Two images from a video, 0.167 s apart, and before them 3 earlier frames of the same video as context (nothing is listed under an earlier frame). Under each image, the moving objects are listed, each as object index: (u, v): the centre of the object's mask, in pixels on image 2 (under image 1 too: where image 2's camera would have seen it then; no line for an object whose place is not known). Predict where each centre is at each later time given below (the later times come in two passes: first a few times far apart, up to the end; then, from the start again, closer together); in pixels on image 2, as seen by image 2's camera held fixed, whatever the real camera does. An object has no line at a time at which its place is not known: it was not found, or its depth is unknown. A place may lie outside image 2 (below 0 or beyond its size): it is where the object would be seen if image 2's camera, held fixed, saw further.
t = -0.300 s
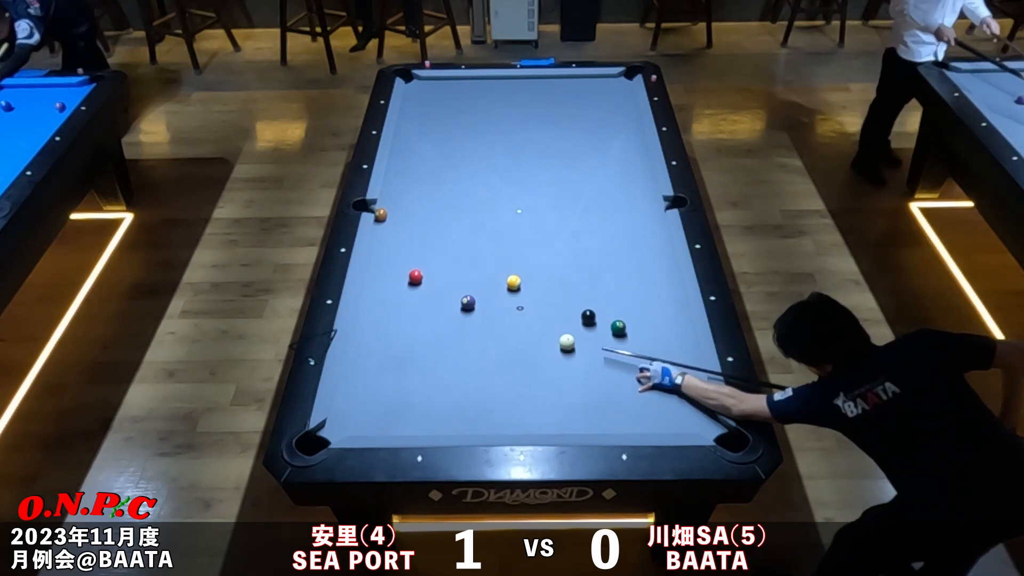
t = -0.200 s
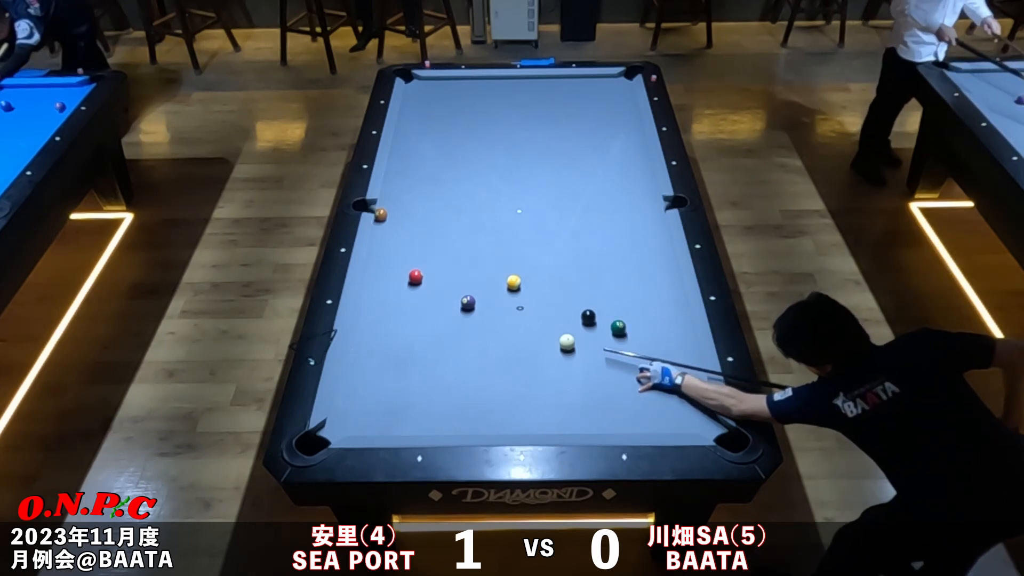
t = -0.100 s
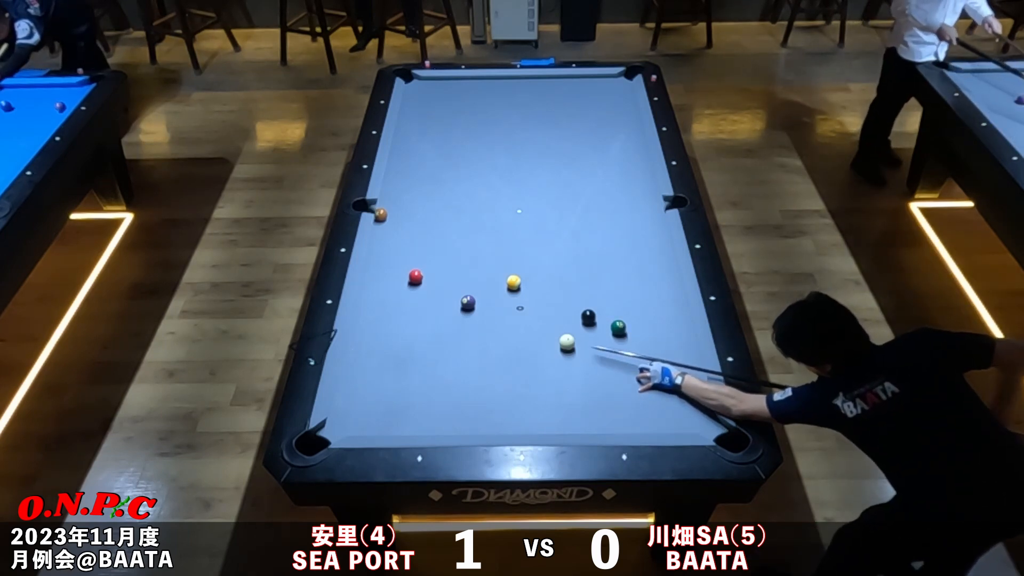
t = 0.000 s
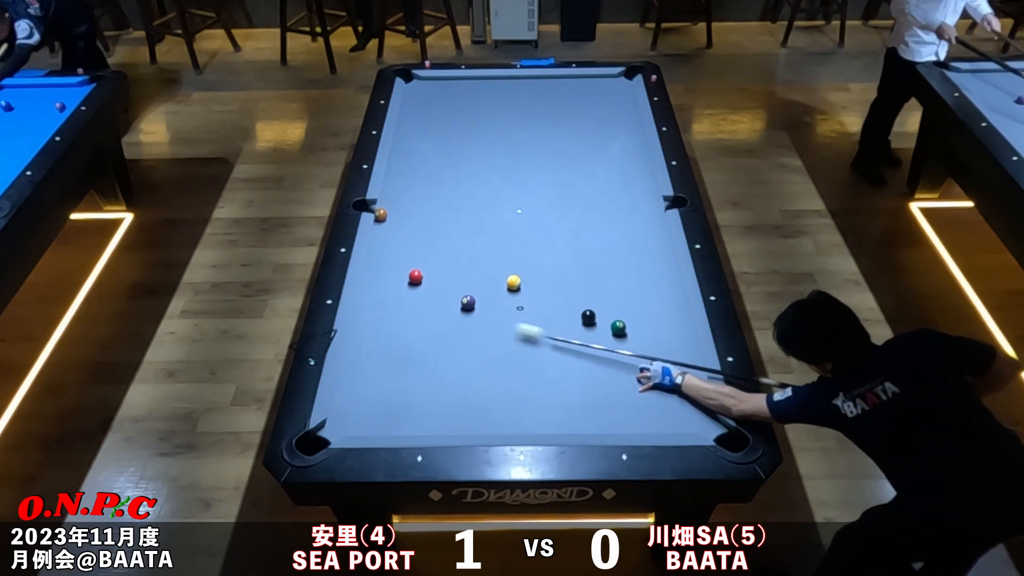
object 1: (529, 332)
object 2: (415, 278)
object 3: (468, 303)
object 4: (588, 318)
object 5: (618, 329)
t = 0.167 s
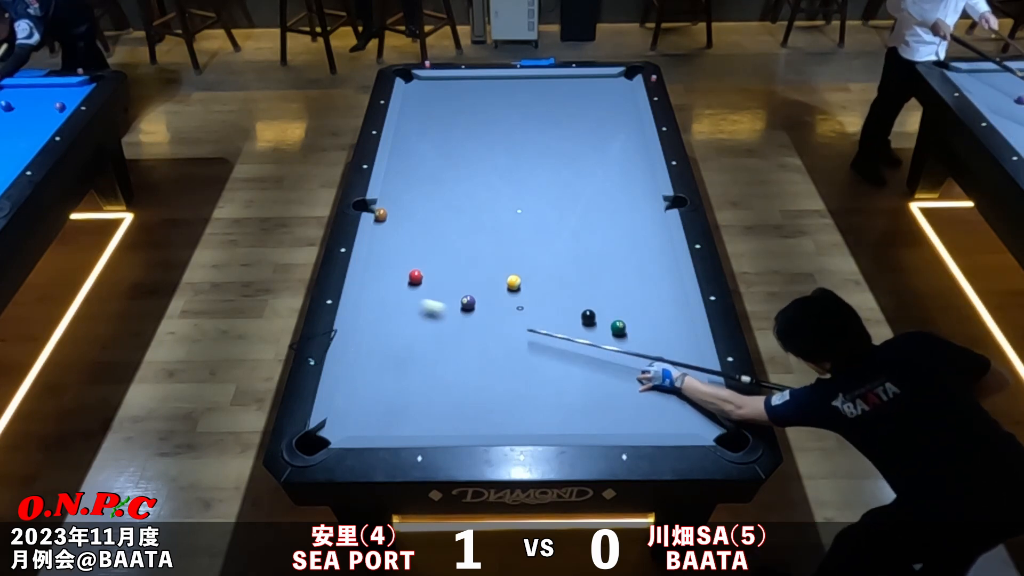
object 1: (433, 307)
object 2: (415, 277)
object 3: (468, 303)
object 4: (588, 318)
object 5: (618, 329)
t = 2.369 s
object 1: (474, 342)
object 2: (576, 149)
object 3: (602, 303)
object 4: (606, 326)
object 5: (634, 334)
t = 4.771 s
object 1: (476, 346)
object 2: (611, 89)
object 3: (616, 298)
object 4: (606, 326)
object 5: (644, 337)
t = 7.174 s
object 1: (477, 346)
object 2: (601, 82)
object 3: (616, 298)
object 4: (605, 324)
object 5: (644, 337)
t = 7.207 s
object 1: (477, 346)
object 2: (601, 82)
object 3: (616, 298)
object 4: (605, 324)
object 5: (644, 337)
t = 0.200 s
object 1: (415, 302)
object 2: (415, 277)
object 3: (468, 304)
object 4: (588, 318)
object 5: (618, 329)
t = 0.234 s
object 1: (397, 298)
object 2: (415, 277)
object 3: (468, 304)
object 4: (588, 318)
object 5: (618, 329)
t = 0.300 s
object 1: (367, 290)
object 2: (415, 278)
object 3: (468, 303)
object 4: (588, 318)
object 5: (618, 329)
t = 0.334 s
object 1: (378, 288)
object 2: (415, 277)
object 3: (468, 303)
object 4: (588, 318)
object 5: (618, 329)
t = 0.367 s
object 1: (392, 286)
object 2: (415, 278)
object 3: (468, 303)
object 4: (588, 318)
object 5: (618, 329)
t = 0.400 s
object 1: (405, 285)
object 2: (417, 276)
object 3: (468, 303)
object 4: (588, 318)
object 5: (618, 329)
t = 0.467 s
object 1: (419, 289)
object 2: (425, 270)
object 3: (468, 303)
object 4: (588, 318)
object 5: (619, 329)
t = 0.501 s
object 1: (426, 291)
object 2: (429, 266)
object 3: (468, 303)
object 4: (588, 318)
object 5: (618, 329)
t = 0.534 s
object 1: (432, 293)
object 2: (433, 264)
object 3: (468, 304)
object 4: (588, 318)
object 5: (618, 329)
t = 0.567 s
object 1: (438, 295)
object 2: (436, 261)
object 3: (468, 303)
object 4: (588, 318)
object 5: (619, 329)
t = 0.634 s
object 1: (451, 299)
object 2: (443, 255)
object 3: (468, 304)
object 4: (588, 318)
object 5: (619, 329)
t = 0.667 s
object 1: (453, 300)
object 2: (446, 252)
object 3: (471, 304)
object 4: (588, 318)
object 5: (618, 329)
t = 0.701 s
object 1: (454, 301)
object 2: (450, 250)
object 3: (477, 304)
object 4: (588, 318)
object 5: (619, 329)
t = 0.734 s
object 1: (454, 303)
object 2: (453, 247)
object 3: (482, 305)
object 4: (588, 318)
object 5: (619, 329)
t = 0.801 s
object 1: (456, 305)
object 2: (460, 241)
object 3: (491, 306)
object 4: (588, 318)
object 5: (618, 329)
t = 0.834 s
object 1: (456, 306)
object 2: (463, 239)
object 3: (495, 306)
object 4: (588, 318)
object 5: (618, 329)
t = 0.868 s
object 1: (457, 307)
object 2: (466, 236)
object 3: (499, 306)
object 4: (588, 318)
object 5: (618, 329)
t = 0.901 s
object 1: (457, 308)
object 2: (469, 234)
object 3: (503, 307)
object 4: (588, 318)
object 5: (618, 329)
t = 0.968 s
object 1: (459, 310)
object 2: (475, 229)
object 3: (511, 307)
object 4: (588, 318)
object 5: (619, 329)
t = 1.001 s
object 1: (459, 311)
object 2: (478, 226)
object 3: (515, 308)
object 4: (588, 318)
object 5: (618, 329)
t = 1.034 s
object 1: (460, 312)
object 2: (481, 224)
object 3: (518, 308)
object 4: (588, 318)
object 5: (618, 329)
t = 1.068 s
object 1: (460, 313)
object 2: (484, 222)
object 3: (522, 308)
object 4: (588, 318)
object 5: (618, 329)
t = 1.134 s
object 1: (461, 315)
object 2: (490, 217)
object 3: (530, 309)
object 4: (588, 318)
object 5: (619, 329)
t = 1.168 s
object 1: (462, 316)
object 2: (493, 215)
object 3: (534, 309)
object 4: (588, 318)
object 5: (618, 329)
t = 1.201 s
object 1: (462, 317)
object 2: (495, 212)
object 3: (537, 309)
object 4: (588, 318)
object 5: (618, 329)
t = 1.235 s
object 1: (463, 318)
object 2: (498, 210)
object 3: (541, 310)
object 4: (588, 318)
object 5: (618, 329)
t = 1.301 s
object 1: (464, 320)
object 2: (503, 206)
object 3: (548, 311)
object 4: (588, 318)
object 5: (618, 329)
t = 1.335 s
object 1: (464, 321)
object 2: (506, 204)
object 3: (552, 311)
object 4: (588, 318)
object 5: (618, 329)
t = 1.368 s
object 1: (465, 322)
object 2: (509, 202)
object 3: (556, 311)
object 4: (588, 318)
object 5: (618, 329)
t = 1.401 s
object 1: (465, 323)
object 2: (512, 200)
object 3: (559, 312)
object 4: (588, 318)
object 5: (618, 329)
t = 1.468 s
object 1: (466, 325)
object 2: (517, 195)
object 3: (566, 312)
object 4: (588, 318)
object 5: (618, 329)
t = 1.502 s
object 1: (466, 326)
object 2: (519, 194)
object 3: (570, 312)
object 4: (588, 318)
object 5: (618, 329)
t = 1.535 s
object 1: (467, 326)
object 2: (522, 192)
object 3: (573, 312)
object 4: (588, 318)
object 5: (618, 329)
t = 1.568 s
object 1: (467, 327)
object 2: (524, 190)
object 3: (575, 312)
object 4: (590, 318)
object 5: (618, 329)
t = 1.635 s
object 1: (468, 329)
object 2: (529, 186)
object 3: (578, 311)
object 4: (594, 320)
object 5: (618, 329)
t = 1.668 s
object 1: (468, 330)
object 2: (532, 184)
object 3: (579, 310)
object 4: (595, 321)
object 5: (618, 329)
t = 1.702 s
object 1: (469, 330)
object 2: (534, 182)
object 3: (581, 310)
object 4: (597, 321)
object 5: (618, 329)
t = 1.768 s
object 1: (469, 332)
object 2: (538, 178)
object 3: (583, 309)
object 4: (601, 323)
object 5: (618, 329)
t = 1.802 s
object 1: (470, 332)
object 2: (541, 177)
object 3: (584, 309)
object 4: (603, 324)
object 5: (618, 329)
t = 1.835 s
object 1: (470, 333)
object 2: (543, 175)
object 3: (586, 309)
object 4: (604, 324)
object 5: (619, 329)
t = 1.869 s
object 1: (470, 334)
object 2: (545, 173)
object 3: (587, 308)
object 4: (604, 324)
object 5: (620, 329)
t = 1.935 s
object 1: (471, 335)
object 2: (549, 170)
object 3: (589, 307)
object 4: (604, 325)
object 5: (622, 330)
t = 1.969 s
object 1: (471, 336)
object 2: (552, 168)
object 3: (590, 307)
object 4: (605, 325)
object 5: (623, 330)
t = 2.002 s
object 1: (471, 336)
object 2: (554, 166)
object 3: (591, 307)
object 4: (605, 325)
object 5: (624, 331)
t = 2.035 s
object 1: (472, 337)
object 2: (556, 165)
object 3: (592, 306)
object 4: (605, 325)
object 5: (625, 331)
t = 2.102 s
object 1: (472, 338)
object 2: (560, 161)
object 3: (595, 306)
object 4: (605, 325)
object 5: (627, 332)
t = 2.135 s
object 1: (472, 339)
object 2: (562, 160)
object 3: (596, 305)
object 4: (605, 326)
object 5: (628, 332)
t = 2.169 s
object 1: (473, 339)
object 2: (564, 158)
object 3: (597, 305)
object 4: (606, 326)
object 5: (629, 332)
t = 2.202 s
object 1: (473, 339)
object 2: (566, 157)
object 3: (598, 304)
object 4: (606, 326)
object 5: (630, 332)
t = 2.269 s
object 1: (473, 340)
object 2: (570, 153)
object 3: (599, 304)
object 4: (606, 326)
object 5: (631, 333)
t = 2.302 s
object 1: (474, 341)
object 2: (572, 152)
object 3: (600, 304)
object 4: (606, 326)
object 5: (632, 333)
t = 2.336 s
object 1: (474, 341)
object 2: (574, 151)
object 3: (601, 303)
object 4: (606, 326)
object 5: (633, 333)
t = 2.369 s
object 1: (474, 342)
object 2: (576, 149)
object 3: (602, 303)
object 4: (606, 326)
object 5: (634, 334)
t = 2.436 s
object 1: (474, 342)
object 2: (579, 146)
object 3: (603, 302)
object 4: (606, 326)
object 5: (635, 334)
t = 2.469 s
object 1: (475, 343)
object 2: (581, 145)
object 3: (604, 302)
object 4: (606, 326)
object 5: (636, 335)
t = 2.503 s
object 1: (475, 343)
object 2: (583, 143)
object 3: (605, 302)
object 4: (606, 326)
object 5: (636, 335)
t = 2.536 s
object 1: (475, 343)
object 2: (585, 142)
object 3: (606, 301)
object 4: (606, 326)
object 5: (637, 335)
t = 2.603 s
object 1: (476, 344)
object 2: (588, 139)
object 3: (607, 301)
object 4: (606, 326)
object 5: (638, 335)
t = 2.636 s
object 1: (476, 344)
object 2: (590, 138)
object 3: (608, 301)
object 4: (606, 326)
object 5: (639, 336)
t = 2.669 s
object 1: (476, 344)
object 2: (592, 136)
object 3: (608, 301)
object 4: (606, 326)
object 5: (639, 336)
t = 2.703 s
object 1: (476, 345)
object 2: (593, 135)
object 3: (609, 300)
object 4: (606, 326)
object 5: (640, 336)
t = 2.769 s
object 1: (476, 345)
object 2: (597, 132)
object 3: (610, 300)
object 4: (606, 326)
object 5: (640, 336)
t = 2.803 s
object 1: (476, 345)
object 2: (598, 131)
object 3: (611, 300)
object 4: (606, 326)
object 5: (641, 336)
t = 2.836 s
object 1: (477, 345)
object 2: (600, 130)
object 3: (611, 300)
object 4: (606, 326)
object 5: (641, 337)
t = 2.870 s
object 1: (477, 346)
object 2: (601, 128)
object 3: (611, 299)
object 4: (606, 326)
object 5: (642, 337)
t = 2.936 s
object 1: (477, 346)
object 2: (604, 126)
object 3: (612, 299)
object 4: (606, 326)
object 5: (642, 337)
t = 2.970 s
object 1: (477, 346)
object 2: (606, 125)
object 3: (613, 299)
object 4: (606, 326)
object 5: (642, 337)
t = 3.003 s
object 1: (477, 346)
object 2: (607, 124)
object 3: (613, 299)
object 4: (606, 326)
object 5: (643, 337)
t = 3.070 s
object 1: (477, 346)
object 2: (611, 121)
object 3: (614, 299)
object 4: (606, 326)
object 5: (643, 337)
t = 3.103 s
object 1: (477, 346)
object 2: (612, 120)
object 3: (614, 298)
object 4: (606, 326)
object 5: (643, 337)
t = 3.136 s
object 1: (477, 346)
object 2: (613, 119)
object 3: (614, 298)
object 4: (606, 326)
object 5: (644, 338)
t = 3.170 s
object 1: (477, 346)
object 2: (615, 118)
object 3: (615, 298)
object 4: (606, 326)
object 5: (644, 338)
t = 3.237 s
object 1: (477, 346)
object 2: (618, 116)
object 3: (615, 298)
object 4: (606, 326)
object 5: (644, 338)
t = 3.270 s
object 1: (477, 346)
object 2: (619, 115)
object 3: (615, 298)
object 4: (606, 326)
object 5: (644, 338)
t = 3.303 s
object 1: (477, 346)
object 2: (620, 113)
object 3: (616, 298)
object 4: (606, 326)
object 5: (644, 338)
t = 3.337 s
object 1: (477, 346)
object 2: (622, 112)
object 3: (616, 298)
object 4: (606, 326)
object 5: (644, 338)
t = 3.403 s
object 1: (477, 346)
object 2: (624, 111)
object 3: (616, 298)
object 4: (606, 326)
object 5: (644, 338)
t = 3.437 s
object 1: (477, 346)
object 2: (625, 110)
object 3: (616, 297)
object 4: (606, 326)
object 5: (644, 338)
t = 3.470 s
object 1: (477, 346)
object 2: (627, 108)
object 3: (616, 298)
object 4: (606, 326)
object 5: (644, 337)
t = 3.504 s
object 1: (477, 346)
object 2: (628, 107)
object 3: (616, 297)
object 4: (606, 326)
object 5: (644, 337)
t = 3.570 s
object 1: (477, 346)
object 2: (631, 105)
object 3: (616, 298)
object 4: (606, 326)
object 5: (644, 337)
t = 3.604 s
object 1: (477, 346)
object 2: (632, 104)
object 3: (616, 298)
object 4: (606, 326)
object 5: (644, 337)
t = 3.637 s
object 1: (477, 346)
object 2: (633, 103)
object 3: (616, 298)
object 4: (606, 326)
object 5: (644, 337)
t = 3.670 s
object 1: (477, 346)
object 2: (632, 103)
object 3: (616, 298)
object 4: (606, 326)
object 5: (644, 337)
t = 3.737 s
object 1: (477, 346)
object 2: (631, 102)
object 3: (616, 298)
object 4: (606, 326)
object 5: (644, 337)
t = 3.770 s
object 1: (477, 346)
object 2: (630, 101)
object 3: (616, 297)
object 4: (606, 326)
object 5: (644, 337)
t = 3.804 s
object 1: (477, 346)
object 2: (629, 101)
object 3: (616, 298)
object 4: (606, 326)
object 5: (644, 337)
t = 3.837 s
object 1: (477, 346)
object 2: (628, 100)
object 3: (616, 298)
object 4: (606, 326)
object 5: (644, 337)
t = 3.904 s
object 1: (476, 346)
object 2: (627, 99)
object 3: (616, 298)
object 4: (606, 326)
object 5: (644, 337)
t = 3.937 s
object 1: (476, 346)
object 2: (626, 99)
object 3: (616, 298)
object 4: (606, 326)
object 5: (644, 337)
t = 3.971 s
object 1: (477, 346)
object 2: (625, 98)
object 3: (616, 298)
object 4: (606, 326)
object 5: (644, 337)
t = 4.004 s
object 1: (477, 346)
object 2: (624, 97)
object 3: (616, 298)
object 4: (606, 326)
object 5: (644, 337)
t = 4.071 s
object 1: (476, 346)
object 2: (623, 97)
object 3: (616, 298)
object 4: (606, 326)
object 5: (644, 337)
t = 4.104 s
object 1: (476, 346)
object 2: (622, 96)
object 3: (616, 298)
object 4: (606, 326)
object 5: (644, 337)
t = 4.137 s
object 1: (477, 346)
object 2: (621, 95)
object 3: (616, 298)
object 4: (606, 326)
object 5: (644, 337)
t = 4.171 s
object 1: (477, 346)
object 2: (621, 95)
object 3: (616, 298)
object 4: (606, 326)
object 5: (644, 337)
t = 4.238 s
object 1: (477, 346)
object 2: (619, 94)
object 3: (616, 298)
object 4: (606, 326)
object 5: (644, 337)
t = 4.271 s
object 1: (477, 346)
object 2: (619, 94)
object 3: (616, 298)
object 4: (606, 326)
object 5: (644, 337)
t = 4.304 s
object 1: (476, 346)
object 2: (618, 93)
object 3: (616, 298)
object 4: (606, 326)
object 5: (644, 337)
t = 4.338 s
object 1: (477, 346)
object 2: (618, 93)
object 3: (616, 298)
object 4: (606, 326)
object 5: (644, 337)
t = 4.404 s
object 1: (477, 346)
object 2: (616, 92)
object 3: (616, 298)
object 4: (606, 326)
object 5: (644, 337)
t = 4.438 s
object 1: (476, 346)
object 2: (616, 92)
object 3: (616, 298)
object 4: (606, 326)
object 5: (644, 337)
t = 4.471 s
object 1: (476, 346)
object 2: (615, 91)
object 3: (616, 298)
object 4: (606, 326)
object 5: (644, 337)
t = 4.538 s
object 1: (476, 346)
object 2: (614, 91)
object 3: (616, 298)
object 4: (606, 326)
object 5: (644, 337)
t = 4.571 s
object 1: (476, 346)
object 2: (614, 90)
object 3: (616, 298)
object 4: (606, 326)
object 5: (644, 337)
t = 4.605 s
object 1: (476, 346)
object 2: (613, 90)
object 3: (616, 298)
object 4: (606, 326)
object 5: (644, 337)
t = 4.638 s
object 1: (476, 346)
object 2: (613, 90)
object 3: (616, 298)
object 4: (606, 326)
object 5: (644, 337)
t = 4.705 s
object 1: (476, 346)
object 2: (612, 89)
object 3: (616, 298)
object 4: (606, 326)
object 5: (644, 337)
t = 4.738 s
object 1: (477, 346)
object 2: (611, 89)
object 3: (616, 298)
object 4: (606, 326)
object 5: (644, 337)
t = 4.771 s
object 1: (476, 346)
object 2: (611, 89)
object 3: (616, 298)
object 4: (606, 326)
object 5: (644, 337)
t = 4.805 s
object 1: (476, 346)
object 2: (610, 88)
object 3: (616, 298)
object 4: (606, 326)
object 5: (644, 337)
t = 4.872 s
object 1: (476, 346)
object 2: (610, 88)
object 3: (616, 298)
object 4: (606, 326)
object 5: (644, 337)
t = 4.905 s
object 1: (476, 346)
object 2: (609, 87)
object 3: (616, 298)
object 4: (606, 326)
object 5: (644, 337)
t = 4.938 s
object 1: (476, 346)
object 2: (609, 87)
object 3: (616, 298)
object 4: (606, 326)
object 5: (644, 337)
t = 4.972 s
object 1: (476, 346)
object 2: (608, 87)
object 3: (616, 298)
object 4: (606, 326)
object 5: (644, 337)
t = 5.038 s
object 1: (476, 346)
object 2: (608, 86)
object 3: (616, 298)
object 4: (606, 326)
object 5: (644, 337)
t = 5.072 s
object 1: (476, 346)
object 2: (607, 86)
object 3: (616, 298)
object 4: (606, 326)
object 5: (644, 337)
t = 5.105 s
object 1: (476, 346)
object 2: (607, 86)
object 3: (616, 298)
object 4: (606, 326)
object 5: (644, 337)
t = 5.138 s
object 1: (476, 346)
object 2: (607, 86)
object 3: (616, 298)
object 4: (606, 326)
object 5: (644, 337)
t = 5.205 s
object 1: (476, 346)
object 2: (606, 85)
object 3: (616, 298)
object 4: (606, 326)
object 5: (644, 337)
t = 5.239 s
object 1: (476, 346)
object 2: (606, 85)
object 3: (616, 298)
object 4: (606, 326)
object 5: (644, 337)
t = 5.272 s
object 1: (476, 346)
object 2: (605, 85)
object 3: (616, 298)
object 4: (606, 326)
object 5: (644, 337)
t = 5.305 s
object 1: (476, 346)
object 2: (605, 84)
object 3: (616, 298)
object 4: (606, 326)
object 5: (644, 337)
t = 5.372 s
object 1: (476, 346)
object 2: (604, 84)
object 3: (616, 298)
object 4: (606, 326)
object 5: (644, 337)
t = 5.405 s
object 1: (477, 346)
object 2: (604, 84)
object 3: (616, 298)
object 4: (606, 326)
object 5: (644, 337)
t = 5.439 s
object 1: (476, 346)
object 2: (604, 84)
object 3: (616, 298)
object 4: (606, 326)
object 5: (644, 337)
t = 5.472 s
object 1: (476, 346)
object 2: (604, 84)
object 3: (616, 298)
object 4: (606, 326)
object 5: (644, 337)
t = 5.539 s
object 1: (476, 346)
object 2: (603, 83)
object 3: (616, 298)
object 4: (606, 326)
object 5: (644, 337)
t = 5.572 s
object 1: (476, 346)
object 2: (603, 83)
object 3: (616, 298)
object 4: (606, 326)
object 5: (644, 337)
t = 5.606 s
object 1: (476, 346)
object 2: (603, 83)
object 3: (616, 298)
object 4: (606, 326)
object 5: (644, 337)
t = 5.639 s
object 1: (476, 346)
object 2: (603, 83)
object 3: (616, 298)
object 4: (606, 326)
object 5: (644, 337)
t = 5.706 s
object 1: (476, 346)
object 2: (602, 83)
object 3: (616, 298)
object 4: (606, 326)
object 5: (644, 337)
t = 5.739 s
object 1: (476, 346)
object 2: (602, 83)
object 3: (616, 298)
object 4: (606, 326)
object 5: (644, 337)
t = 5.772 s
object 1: (476, 346)
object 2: (602, 83)
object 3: (616, 298)
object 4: (606, 326)
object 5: (644, 337)
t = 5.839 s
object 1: (476, 346)
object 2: (602, 83)
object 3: (616, 298)
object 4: (606, 326)
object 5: (644, 337)
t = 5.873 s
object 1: (476, 346)
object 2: (602, 82)
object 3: (616, 298)
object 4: (606, 326)
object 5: (644, 337)
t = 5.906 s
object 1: (476, 346)
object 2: (601, 82)
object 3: (616, 298)
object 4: (606, 326)
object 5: (644, 337)
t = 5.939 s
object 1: (476, 346)
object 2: (601, 83)
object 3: (616, 298)
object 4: (606, 326)
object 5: (644, 337)
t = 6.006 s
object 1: (476, 346)
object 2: (601, 82)
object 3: (616, 298)
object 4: (606, 326)
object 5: (644, 337)
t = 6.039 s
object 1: (476, 346)
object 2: (601, 82)
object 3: (616, 298)
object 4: (606, 326)
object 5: (644, 337)
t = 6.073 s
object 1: (477, 346)
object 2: (601, 82)
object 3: (616, 298)
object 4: (606, 326)
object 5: (644, 337)
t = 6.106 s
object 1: (476, 346)
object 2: (601, 82)
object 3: (616, 298)
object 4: (606, 326)
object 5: (644, 337)
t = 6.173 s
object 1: (476, 346)
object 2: (601, 82)
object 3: (616, 298)
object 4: (606, 326)
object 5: (644, 337)
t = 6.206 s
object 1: (476, 346)
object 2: (601, 82)
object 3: (616, 298)
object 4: (606, 326)
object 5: (644, 337)
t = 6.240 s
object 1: (476, 346)
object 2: (601, 82)
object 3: (616, 298)
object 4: (606, 326)
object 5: (644, 337)
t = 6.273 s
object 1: (477, 346)
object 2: (601, 82)
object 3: (616, 298)
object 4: (606, 326)
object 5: (644, 337)
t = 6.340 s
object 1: (477, 346)
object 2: (601, 82)
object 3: (616, 298)
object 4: (606, 326)
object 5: (644, 337)
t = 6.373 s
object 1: (477, 346)
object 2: (601, 82)
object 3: (616, 298)
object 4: (606, 326)
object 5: (644, 337)
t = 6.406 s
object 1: (477, 346)
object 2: (601, 82)
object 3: (616, 298)
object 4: (606, 326)
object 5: (644, 337)
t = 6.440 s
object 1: (477, 346)
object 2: (601, 82)
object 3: (616, 298)
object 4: (606, 326)
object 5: (644, 337)
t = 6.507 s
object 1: (477, 346)
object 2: (601, 82)
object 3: (616, 298)
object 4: (606, 326)
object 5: (644, 337)
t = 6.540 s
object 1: (476, 346)
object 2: (601, 82)
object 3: (616, 298)
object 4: (606, 326)
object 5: (644, 337)
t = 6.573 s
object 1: (476, 346)
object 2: (601, 82)
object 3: (616, 298)
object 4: (606, 326)
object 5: (644, 337)
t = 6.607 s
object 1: (476, 346)
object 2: (601, 82)
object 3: (616, 298)
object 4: (606, 326)
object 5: (644, 337)
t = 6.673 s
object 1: (476, 346)
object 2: (601, 82)
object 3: (616, 298)
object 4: (606, 326)
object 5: (644, 337)
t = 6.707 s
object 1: (477, 346)
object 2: (601, 82)
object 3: (616, 298)
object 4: (606, 326)
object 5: (644, 337)
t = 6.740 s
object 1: (476, 346)
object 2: (601, 82)
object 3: (616, 298)
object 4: (606, 326)
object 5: (644, 337)
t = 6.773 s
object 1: (476, 346)
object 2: (601, 82)
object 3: (616, 298)
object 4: (606, 326)
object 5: (644, 337)
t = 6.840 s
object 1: (476, 346)
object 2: (601, 82)
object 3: (616, 298)
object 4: (606, 326)
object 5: (644, 337)
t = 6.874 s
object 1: (477, 346)
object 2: (601, 82)
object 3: (616, 298)
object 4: (606, 326)
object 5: (644, 337)
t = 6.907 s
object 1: (476, 346)
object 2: (601, 82)
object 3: (616, 298)
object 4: (606, 326)
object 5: (644, 337)
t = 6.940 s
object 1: (476, 346)
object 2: (601, 82)
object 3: (616, 298)
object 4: (606, 326)
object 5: (644, 337)
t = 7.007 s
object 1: (477, 346)
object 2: (601, 82)
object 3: (616, 298)
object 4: (606, 326)
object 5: (644, 337)
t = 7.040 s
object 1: (476, 346)
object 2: (601, 82)
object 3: (616, 298)
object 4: (606, 326)
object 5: (644, 337)
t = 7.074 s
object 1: (476, 346)
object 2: (601, 82)
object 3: (616, 298)
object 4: (606, 326)
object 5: (644, 337)
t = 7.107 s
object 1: (477, 346)
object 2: (601, 82)
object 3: (616, 298)
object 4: (606, 326)
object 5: (644, 337)
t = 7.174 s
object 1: (477, 346)
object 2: (601, 82)
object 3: (616, 298)
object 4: (605, 324)
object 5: (644, 337)
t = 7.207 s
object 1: (477, 346)
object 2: (601, 82)
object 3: (616, 298)
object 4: (605, 324)
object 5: (644, 337)
